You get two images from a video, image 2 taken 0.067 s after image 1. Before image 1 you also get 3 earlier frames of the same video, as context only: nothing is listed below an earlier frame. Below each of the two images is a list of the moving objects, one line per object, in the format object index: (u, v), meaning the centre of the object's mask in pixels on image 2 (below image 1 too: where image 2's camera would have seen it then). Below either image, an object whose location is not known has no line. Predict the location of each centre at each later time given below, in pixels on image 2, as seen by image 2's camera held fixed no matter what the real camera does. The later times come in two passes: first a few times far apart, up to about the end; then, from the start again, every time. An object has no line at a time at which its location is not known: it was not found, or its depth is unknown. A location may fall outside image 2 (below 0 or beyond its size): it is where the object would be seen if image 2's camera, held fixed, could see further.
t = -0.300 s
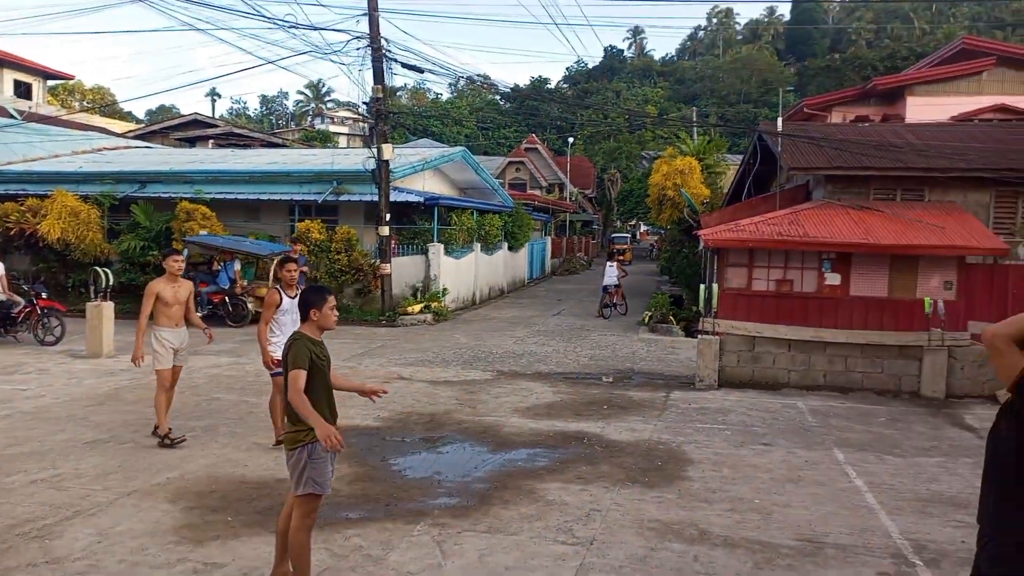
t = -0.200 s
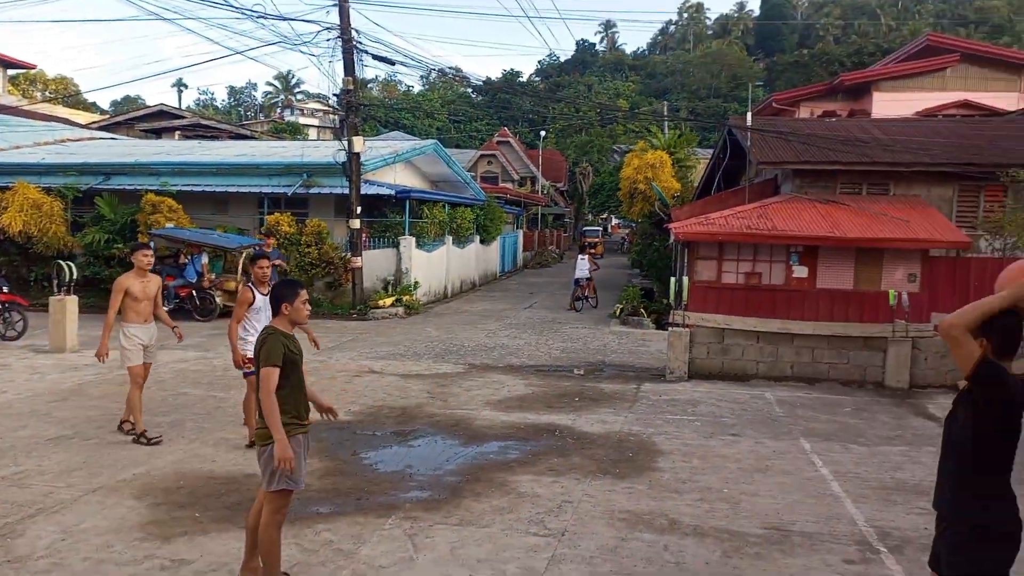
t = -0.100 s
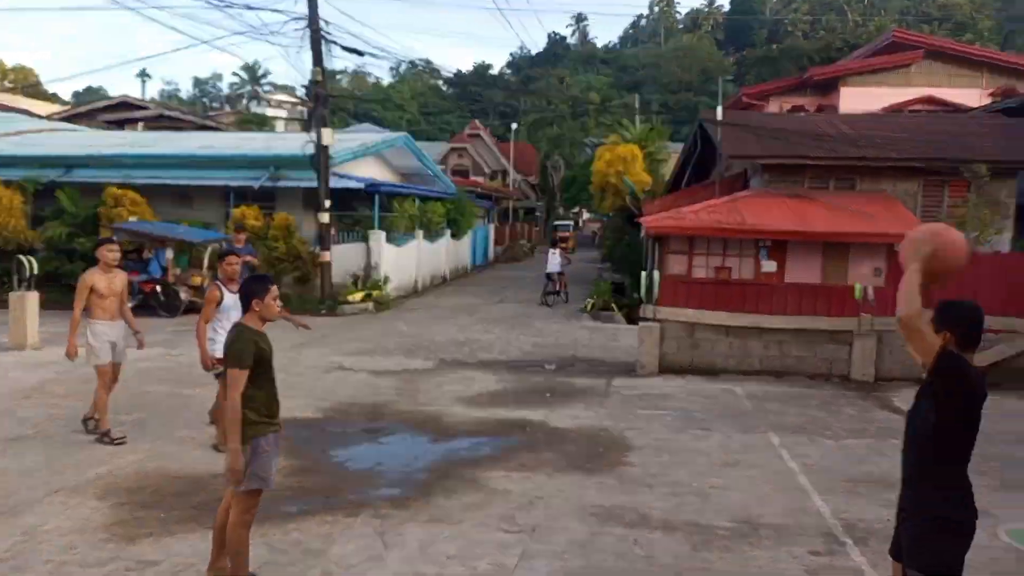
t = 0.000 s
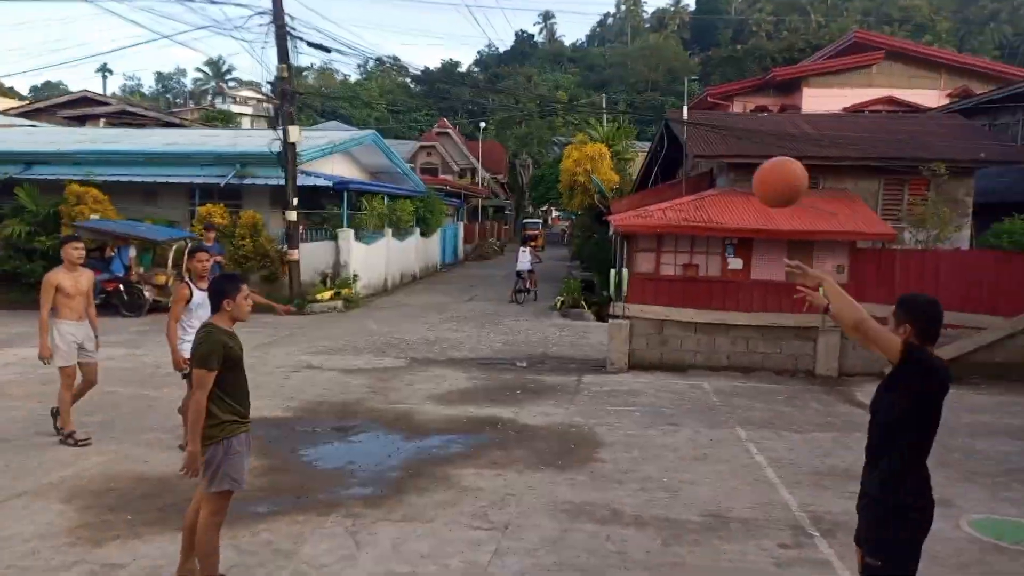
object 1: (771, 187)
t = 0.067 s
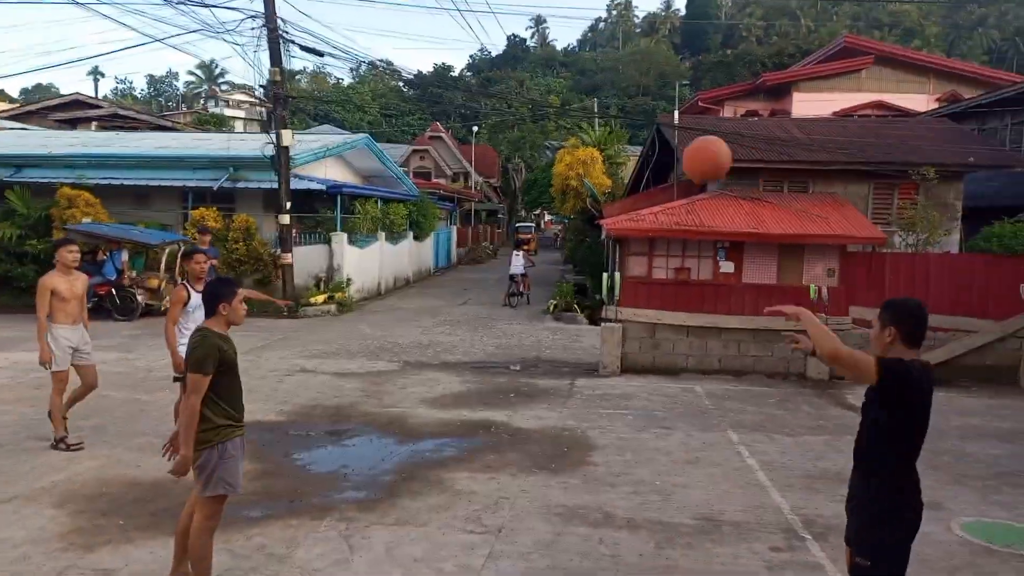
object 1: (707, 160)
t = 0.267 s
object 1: (559, 143)
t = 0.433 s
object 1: (474, 180)
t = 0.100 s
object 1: (677, 152)
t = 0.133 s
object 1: (651, 145)
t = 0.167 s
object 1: (626, 142)
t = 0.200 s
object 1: (603, 141)
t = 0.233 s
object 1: (580, 142)
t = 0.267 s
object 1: (559, 143)
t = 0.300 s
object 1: (539, 148)
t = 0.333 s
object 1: (520, 156)
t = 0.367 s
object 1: (504, 163)
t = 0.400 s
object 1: (488, 171)
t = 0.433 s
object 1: (474, 180)
